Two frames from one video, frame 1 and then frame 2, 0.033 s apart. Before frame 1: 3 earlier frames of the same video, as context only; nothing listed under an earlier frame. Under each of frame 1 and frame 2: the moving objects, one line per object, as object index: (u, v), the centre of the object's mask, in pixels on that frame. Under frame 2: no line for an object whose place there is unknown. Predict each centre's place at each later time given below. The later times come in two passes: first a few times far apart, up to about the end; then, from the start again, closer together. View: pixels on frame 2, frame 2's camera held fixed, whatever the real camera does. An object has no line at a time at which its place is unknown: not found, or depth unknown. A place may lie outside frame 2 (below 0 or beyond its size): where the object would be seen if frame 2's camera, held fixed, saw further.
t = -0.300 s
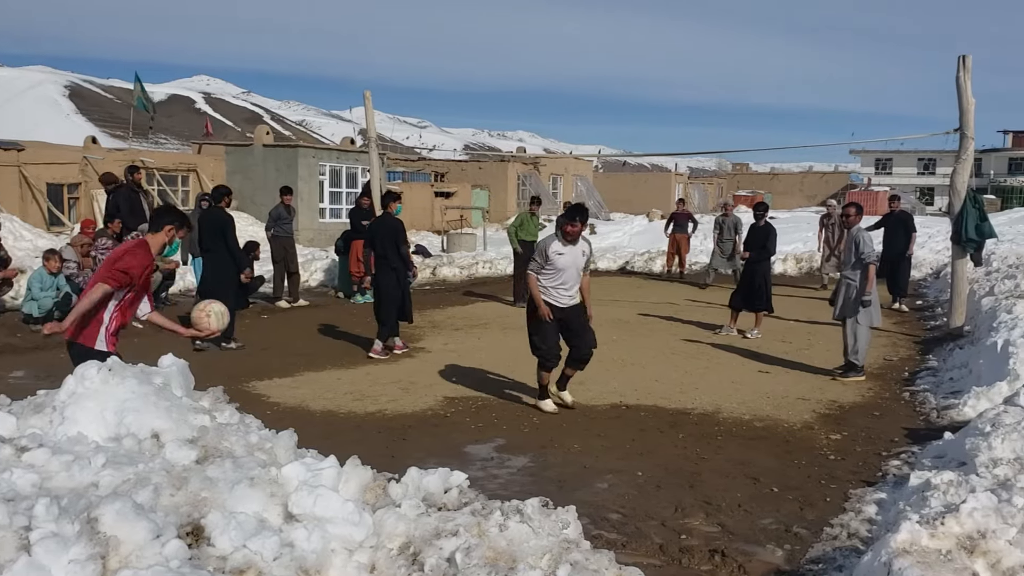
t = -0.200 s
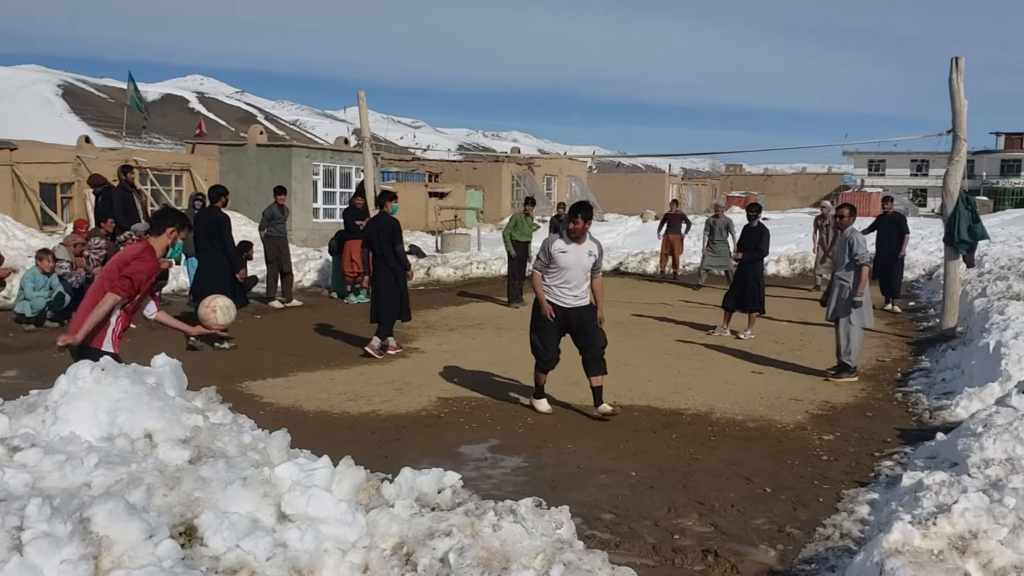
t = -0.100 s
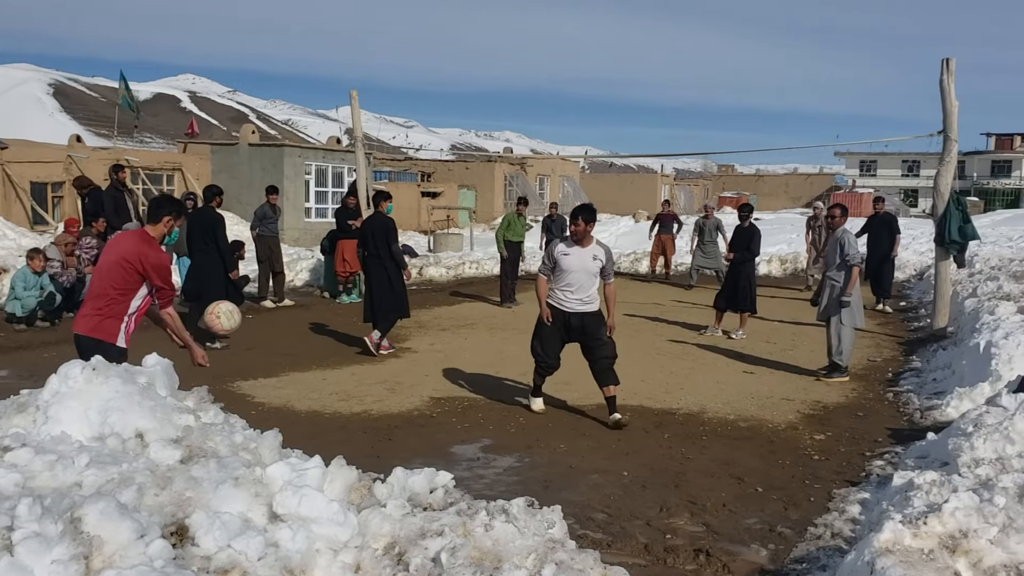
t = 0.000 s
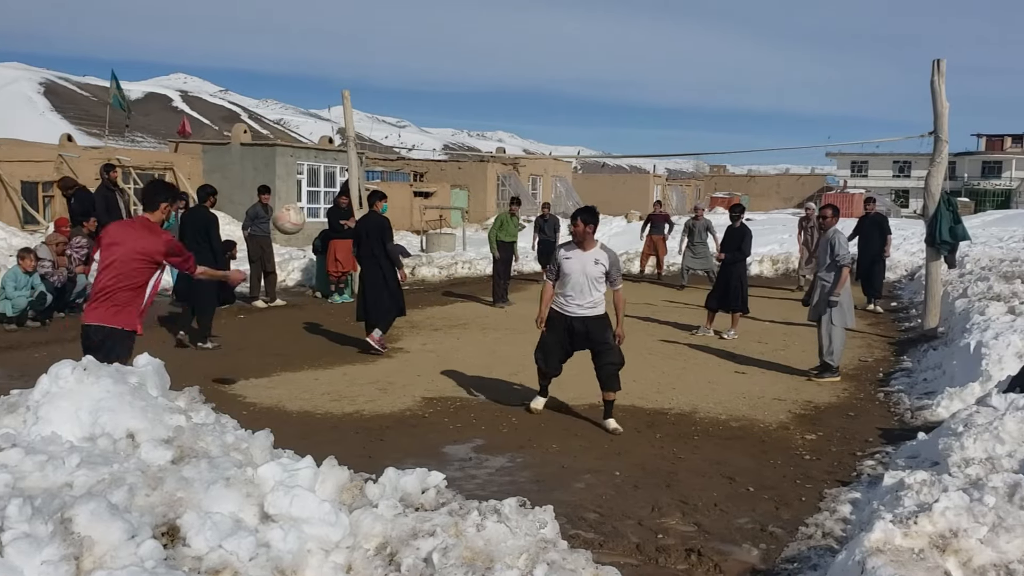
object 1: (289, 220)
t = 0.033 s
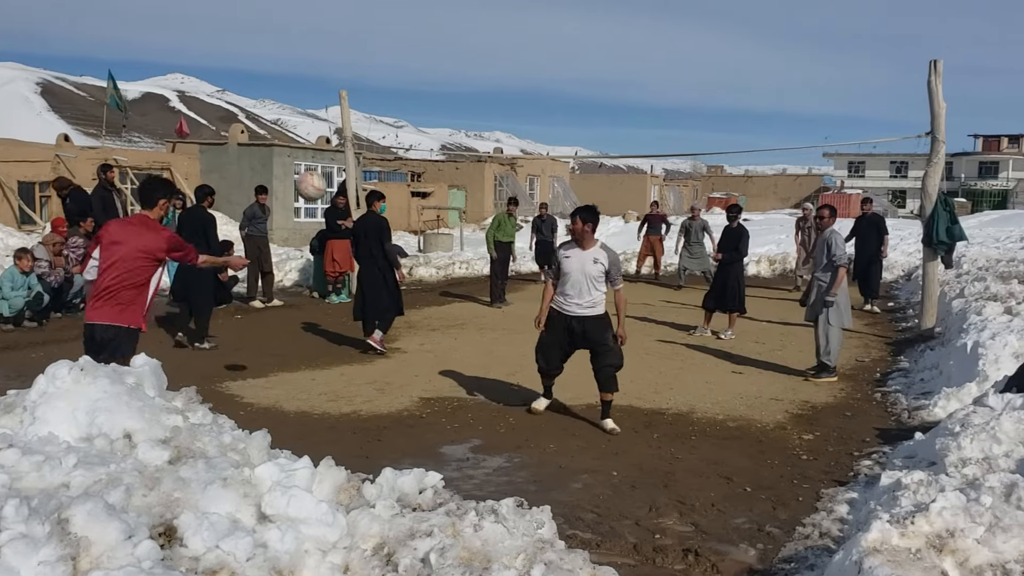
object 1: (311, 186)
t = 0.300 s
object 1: (446, 47)
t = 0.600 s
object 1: (529, 40)
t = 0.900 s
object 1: (577, 99)
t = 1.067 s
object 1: (596, 146)
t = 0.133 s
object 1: (372, 111)
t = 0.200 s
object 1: (405, 78)
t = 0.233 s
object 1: (420, 65)
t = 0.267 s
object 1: (434, 55)
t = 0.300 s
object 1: (446, 47)
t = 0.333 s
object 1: (458, 41)
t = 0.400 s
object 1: (479, 34)
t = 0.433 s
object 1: (489, 32)
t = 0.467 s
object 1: (498, 32)
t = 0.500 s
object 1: (506, 32)
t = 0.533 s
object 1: (514, 34)
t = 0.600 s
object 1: (529, 40)
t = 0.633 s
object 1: (536, 44)
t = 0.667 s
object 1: (542, 48)
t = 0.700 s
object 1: (547, 54)
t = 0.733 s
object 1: (553, 61)
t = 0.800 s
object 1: (564, 75)
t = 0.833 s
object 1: (568, 82)
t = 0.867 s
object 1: (573, 91)
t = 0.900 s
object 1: (577, 99)
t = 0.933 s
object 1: (581, 107)
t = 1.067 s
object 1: (596, 146)
